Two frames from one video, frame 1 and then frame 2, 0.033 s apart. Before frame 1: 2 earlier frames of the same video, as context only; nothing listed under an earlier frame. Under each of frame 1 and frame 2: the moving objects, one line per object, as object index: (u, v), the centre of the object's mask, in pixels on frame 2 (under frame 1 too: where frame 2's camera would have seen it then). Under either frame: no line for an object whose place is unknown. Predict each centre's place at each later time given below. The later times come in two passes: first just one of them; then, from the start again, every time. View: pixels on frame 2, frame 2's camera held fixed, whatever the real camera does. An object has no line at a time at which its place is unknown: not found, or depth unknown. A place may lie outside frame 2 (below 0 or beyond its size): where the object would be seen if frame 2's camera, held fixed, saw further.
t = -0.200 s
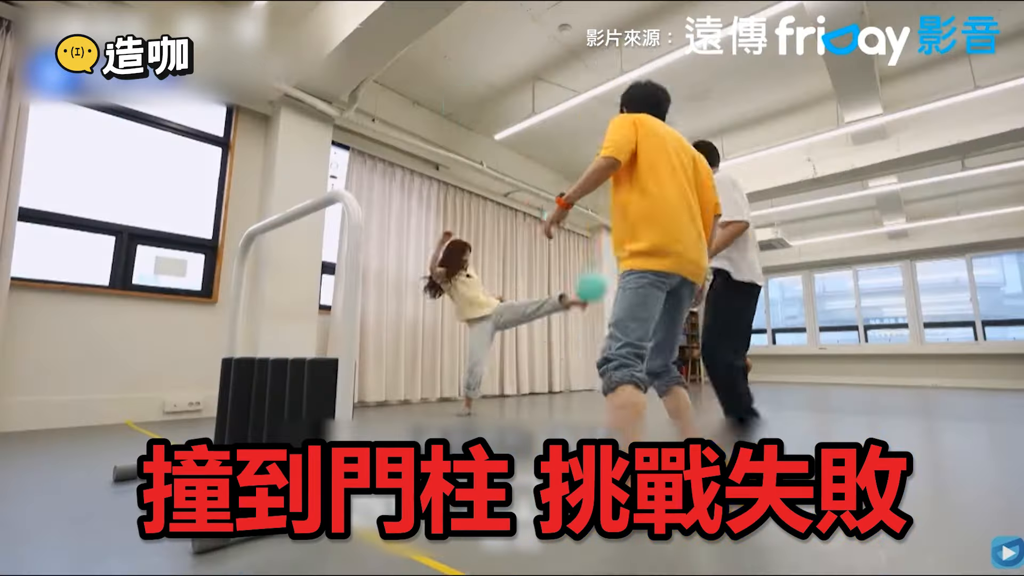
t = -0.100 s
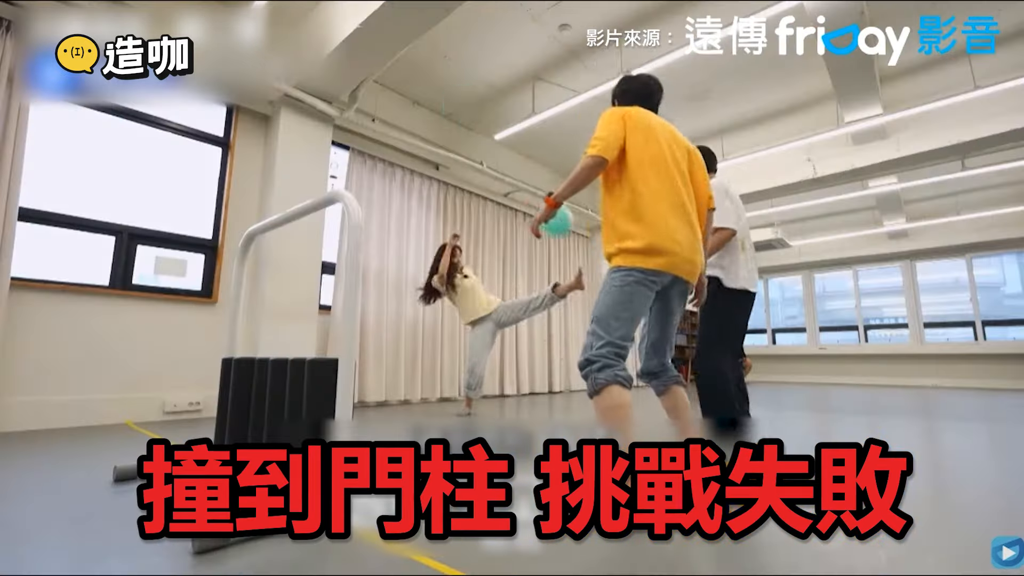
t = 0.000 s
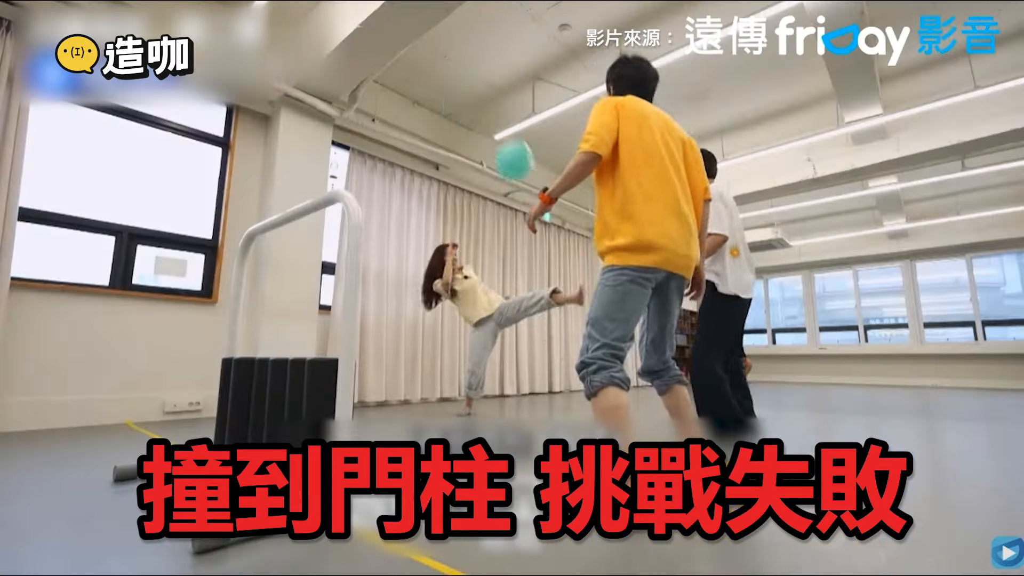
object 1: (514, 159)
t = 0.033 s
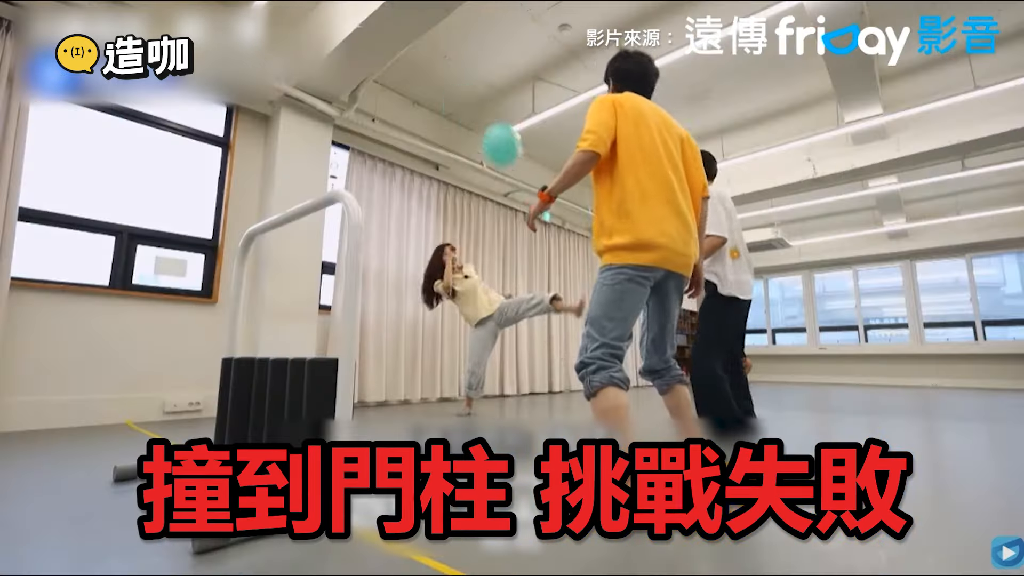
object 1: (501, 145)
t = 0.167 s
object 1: (451, 98)
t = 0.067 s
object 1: (488, 131)
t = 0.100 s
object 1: (476, 118)
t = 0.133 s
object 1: (464, 107)
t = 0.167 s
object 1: (451, 98)
